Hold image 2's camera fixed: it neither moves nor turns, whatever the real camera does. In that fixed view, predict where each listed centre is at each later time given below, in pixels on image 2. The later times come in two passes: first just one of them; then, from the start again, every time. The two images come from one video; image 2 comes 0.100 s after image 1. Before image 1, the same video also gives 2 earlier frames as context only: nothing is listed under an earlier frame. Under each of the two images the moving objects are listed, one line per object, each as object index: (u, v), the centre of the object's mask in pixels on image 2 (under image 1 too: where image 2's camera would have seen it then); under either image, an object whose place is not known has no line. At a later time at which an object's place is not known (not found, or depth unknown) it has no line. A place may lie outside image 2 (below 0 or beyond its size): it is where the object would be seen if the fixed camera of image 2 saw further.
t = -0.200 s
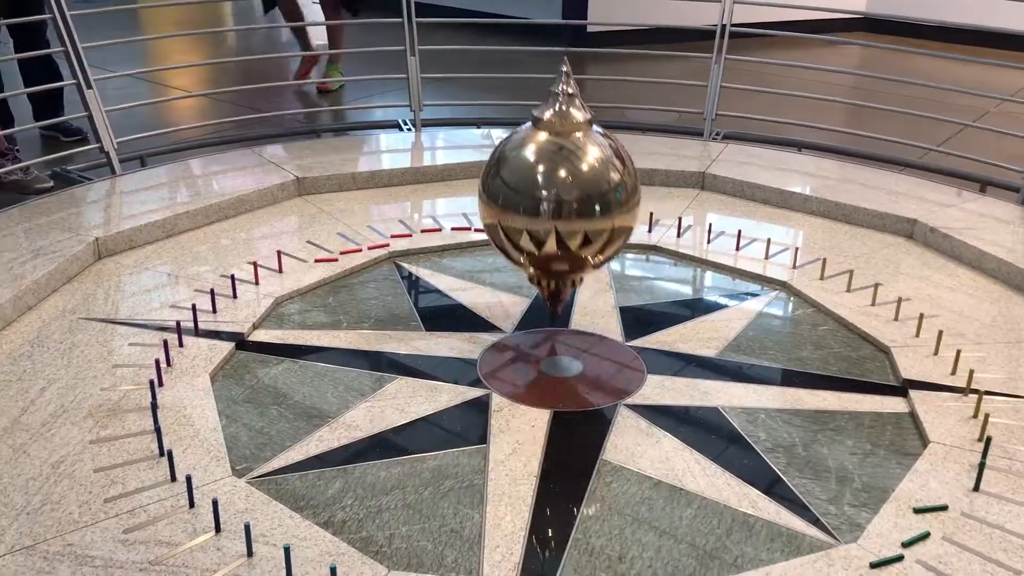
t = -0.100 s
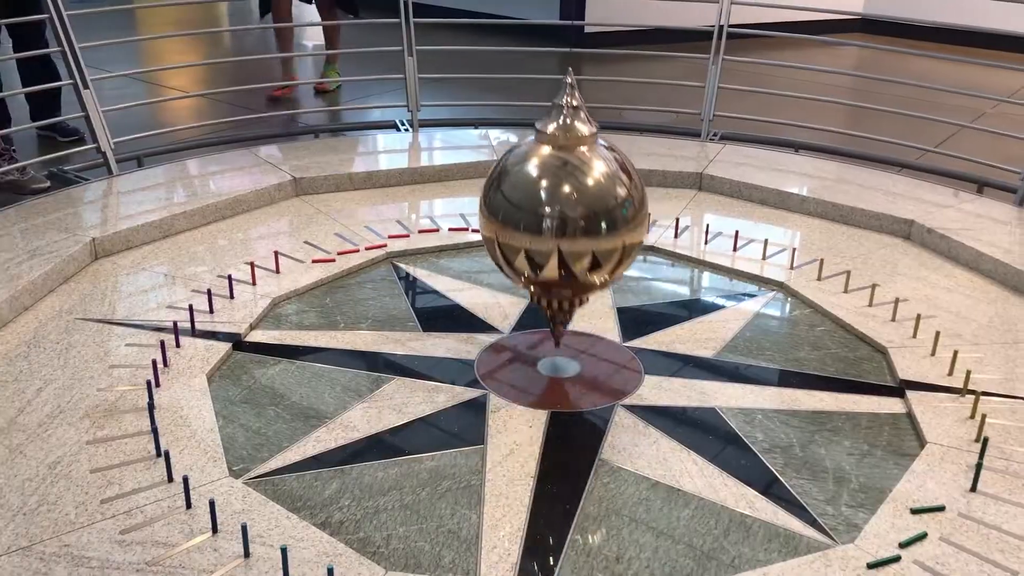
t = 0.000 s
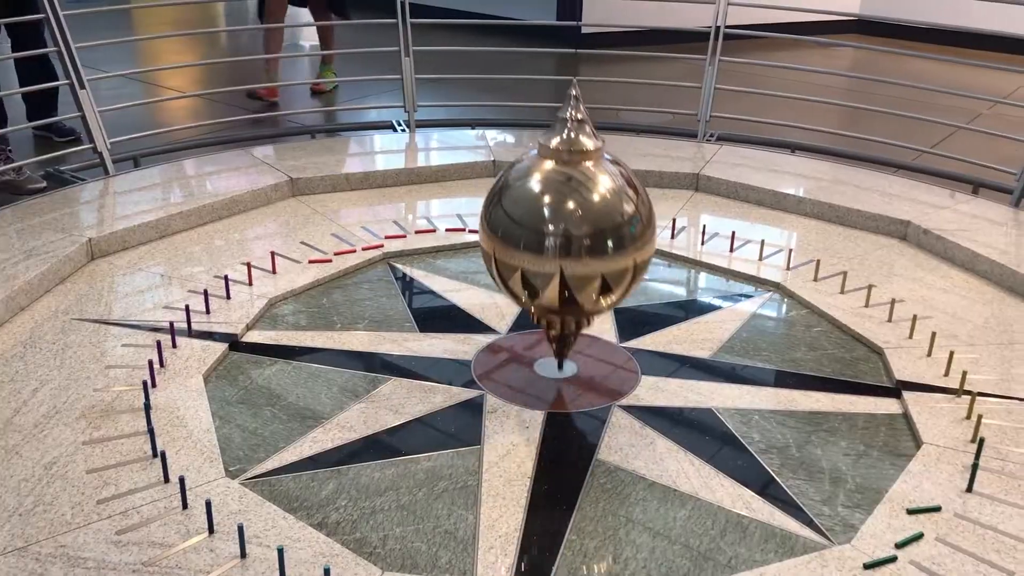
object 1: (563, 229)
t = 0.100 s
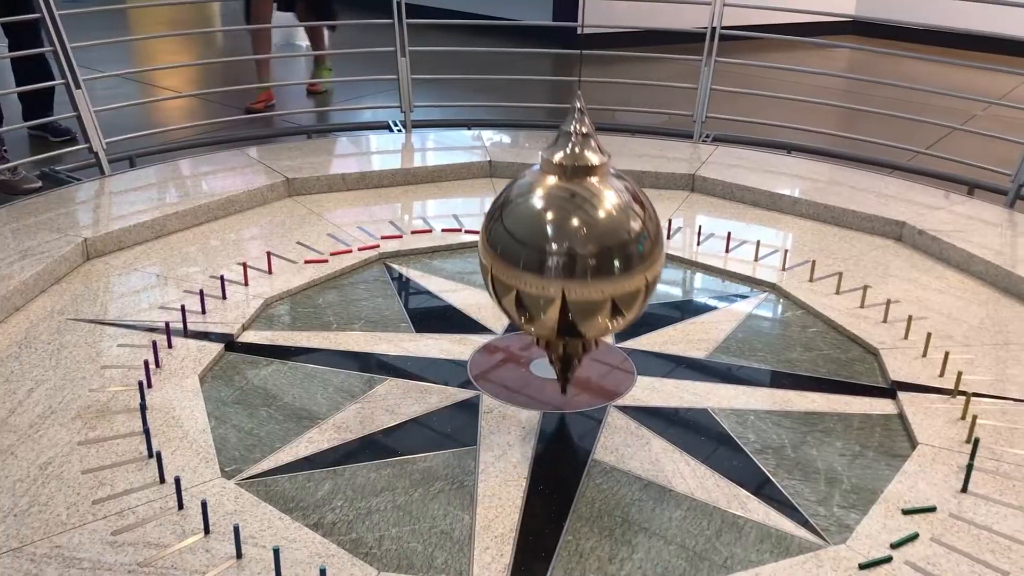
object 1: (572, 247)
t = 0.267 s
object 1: (591, 281)
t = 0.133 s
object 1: (575, 255)
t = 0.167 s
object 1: (578, 260)
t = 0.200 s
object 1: (582, 267)
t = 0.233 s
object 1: (587, 274)
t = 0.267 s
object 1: (591, 281)
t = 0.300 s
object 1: (596, 289)
